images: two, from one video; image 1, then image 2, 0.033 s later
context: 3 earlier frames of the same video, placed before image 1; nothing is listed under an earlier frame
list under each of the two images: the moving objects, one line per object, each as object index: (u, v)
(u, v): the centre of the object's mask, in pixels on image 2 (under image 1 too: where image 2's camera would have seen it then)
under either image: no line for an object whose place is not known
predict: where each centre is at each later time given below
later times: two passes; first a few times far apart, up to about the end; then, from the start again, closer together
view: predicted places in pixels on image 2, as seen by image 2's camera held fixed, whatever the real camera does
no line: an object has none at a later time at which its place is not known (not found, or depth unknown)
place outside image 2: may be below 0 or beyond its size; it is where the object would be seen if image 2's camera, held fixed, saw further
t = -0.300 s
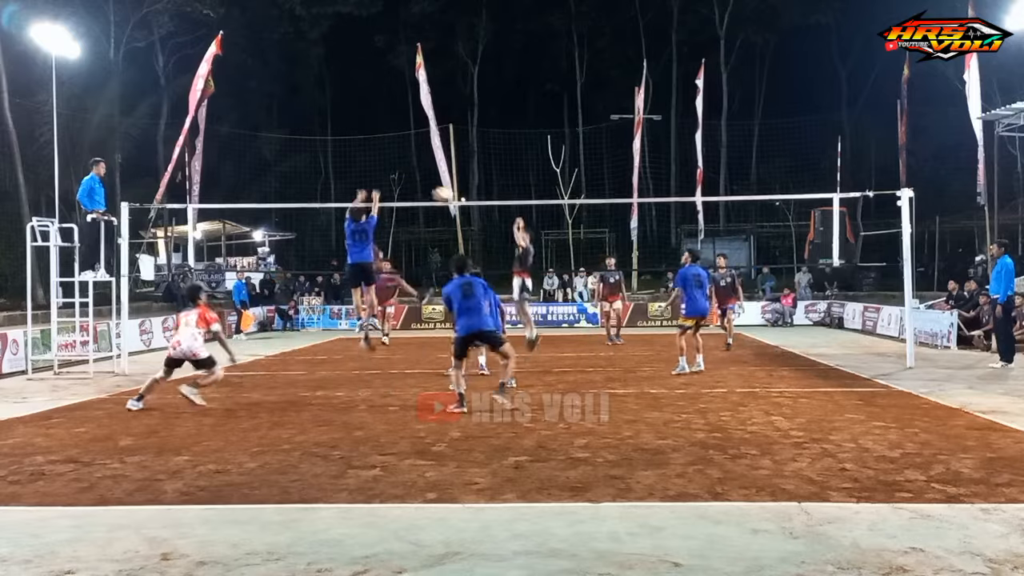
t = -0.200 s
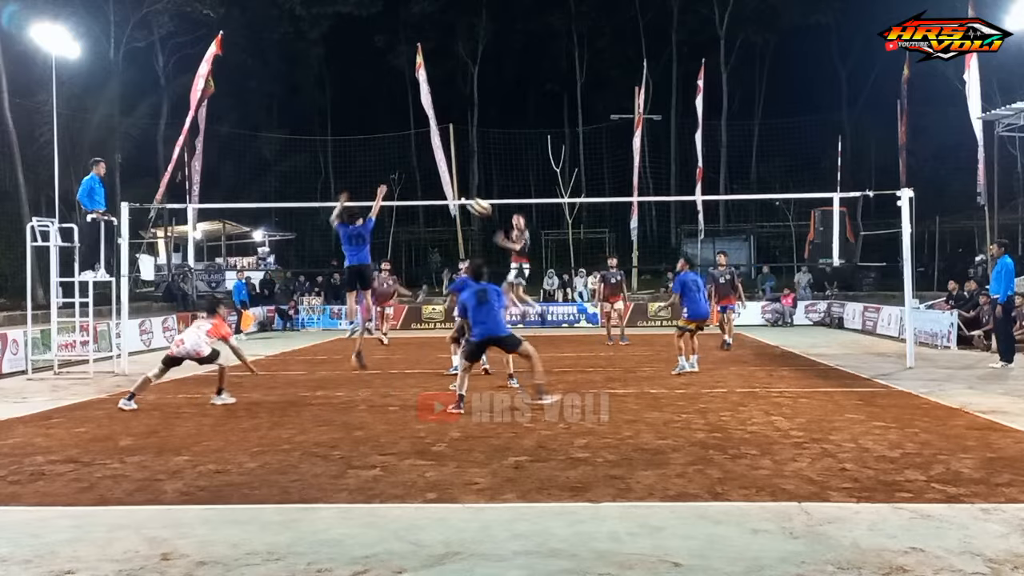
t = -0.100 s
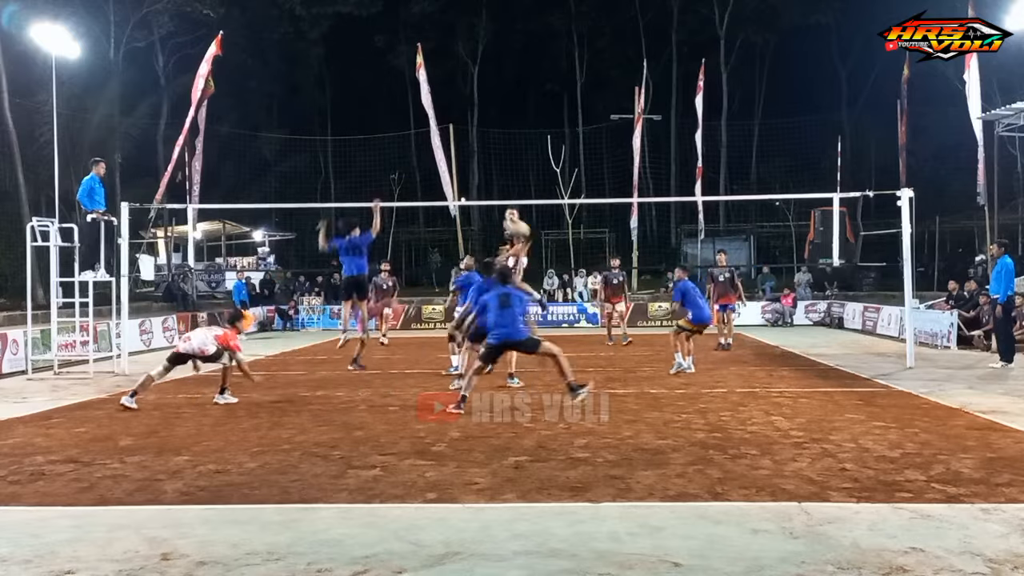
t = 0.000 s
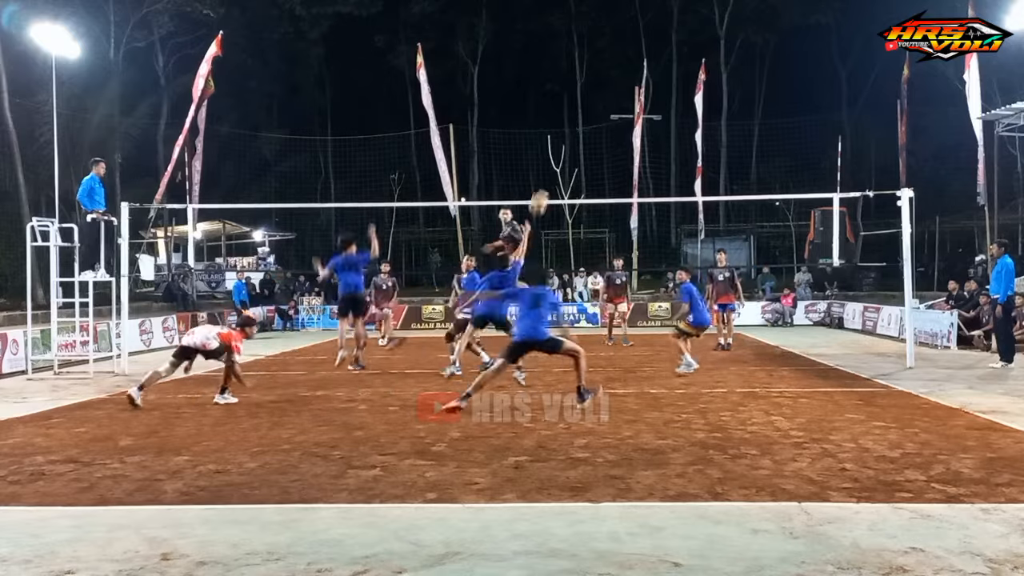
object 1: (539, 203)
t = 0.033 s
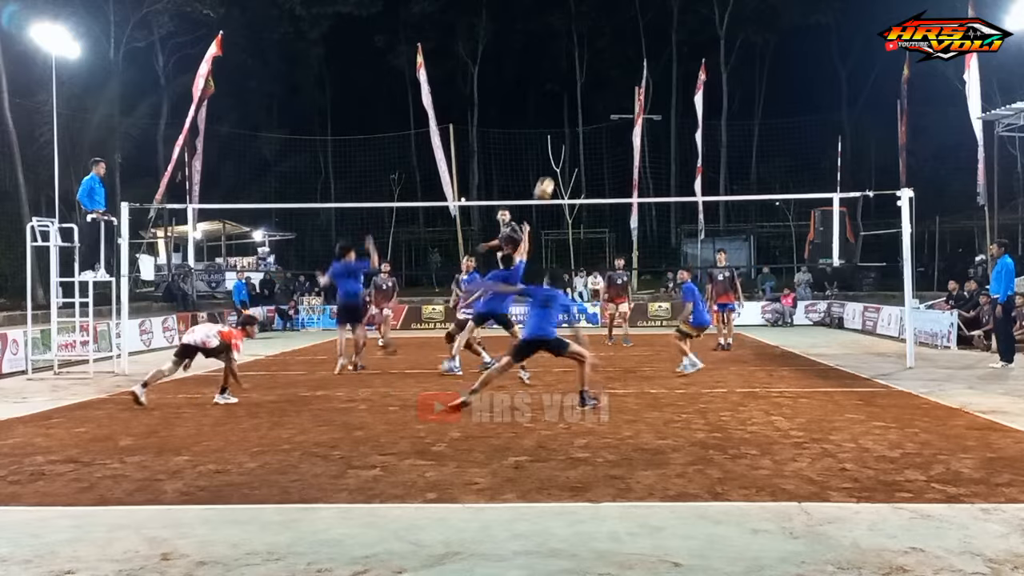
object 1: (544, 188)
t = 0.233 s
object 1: (572, 127)
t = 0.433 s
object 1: (602, 95)
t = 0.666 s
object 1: (636, 97)
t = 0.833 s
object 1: (662, 127)
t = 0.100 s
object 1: (553, 166)
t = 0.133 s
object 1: (558, 154)
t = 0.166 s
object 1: (563, 144)
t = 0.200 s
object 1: (568, 134)
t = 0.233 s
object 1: (572, 127)
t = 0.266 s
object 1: (577, 119)
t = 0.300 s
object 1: (582, 113)
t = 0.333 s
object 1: (587, 107)
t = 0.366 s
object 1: (592, 102)
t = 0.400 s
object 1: (597, 98)
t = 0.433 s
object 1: (602, 95)
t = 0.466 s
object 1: (607, 93)
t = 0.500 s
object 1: (612, 92)
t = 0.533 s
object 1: (616, 91)
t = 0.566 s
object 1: (621, 92)
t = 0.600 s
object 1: (626, 93)
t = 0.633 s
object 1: (631, 95)
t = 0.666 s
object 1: (636, 97)
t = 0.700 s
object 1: (642, 101)
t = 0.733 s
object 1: (650, 107)
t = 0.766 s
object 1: (652, 114)
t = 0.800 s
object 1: (657, 120)
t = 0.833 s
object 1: (662, 127)
